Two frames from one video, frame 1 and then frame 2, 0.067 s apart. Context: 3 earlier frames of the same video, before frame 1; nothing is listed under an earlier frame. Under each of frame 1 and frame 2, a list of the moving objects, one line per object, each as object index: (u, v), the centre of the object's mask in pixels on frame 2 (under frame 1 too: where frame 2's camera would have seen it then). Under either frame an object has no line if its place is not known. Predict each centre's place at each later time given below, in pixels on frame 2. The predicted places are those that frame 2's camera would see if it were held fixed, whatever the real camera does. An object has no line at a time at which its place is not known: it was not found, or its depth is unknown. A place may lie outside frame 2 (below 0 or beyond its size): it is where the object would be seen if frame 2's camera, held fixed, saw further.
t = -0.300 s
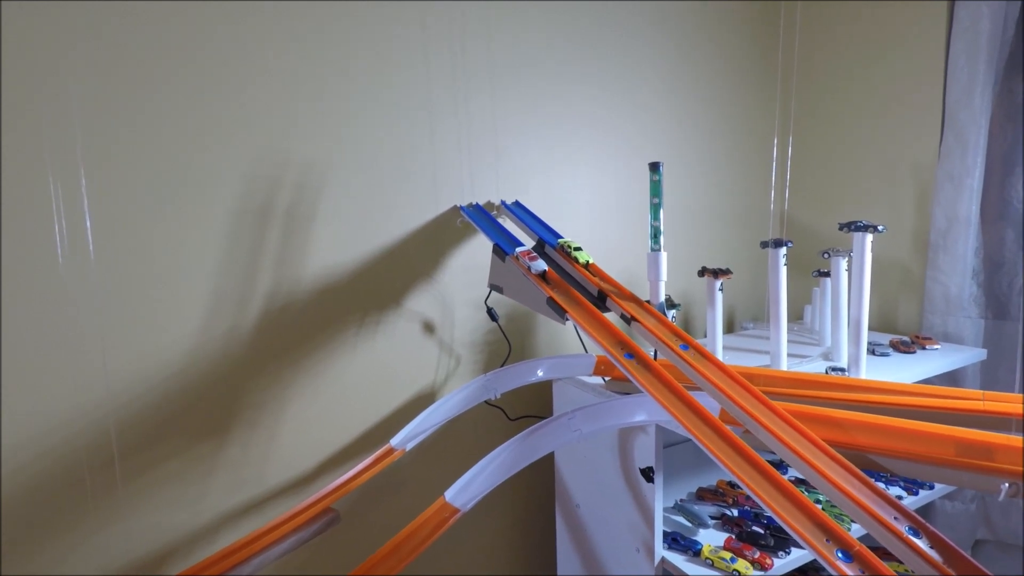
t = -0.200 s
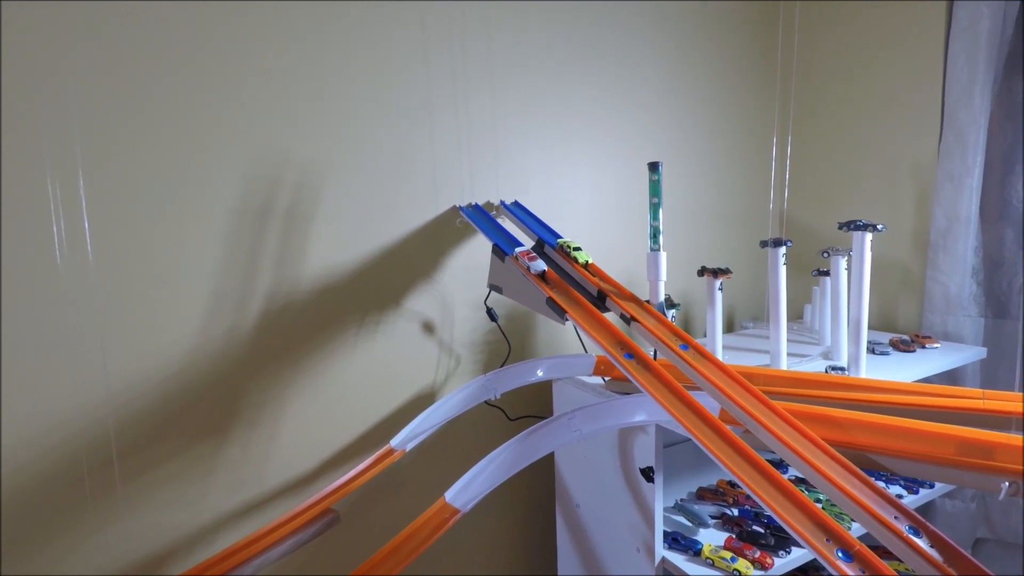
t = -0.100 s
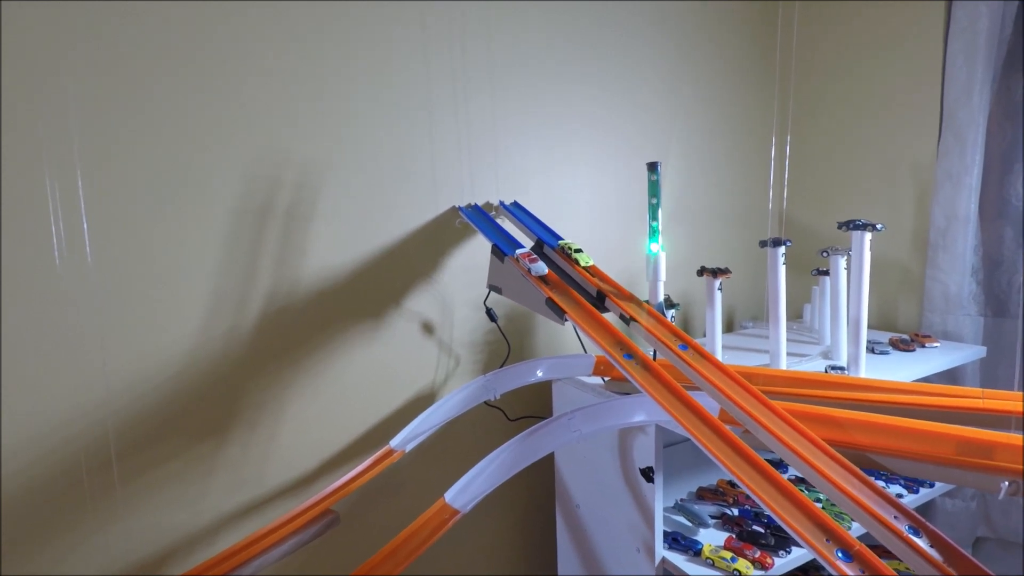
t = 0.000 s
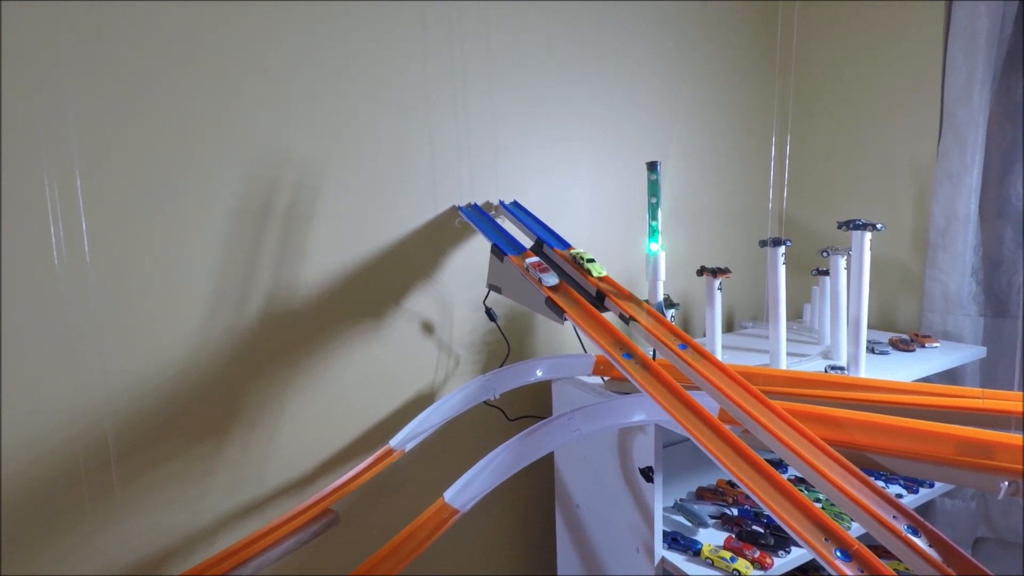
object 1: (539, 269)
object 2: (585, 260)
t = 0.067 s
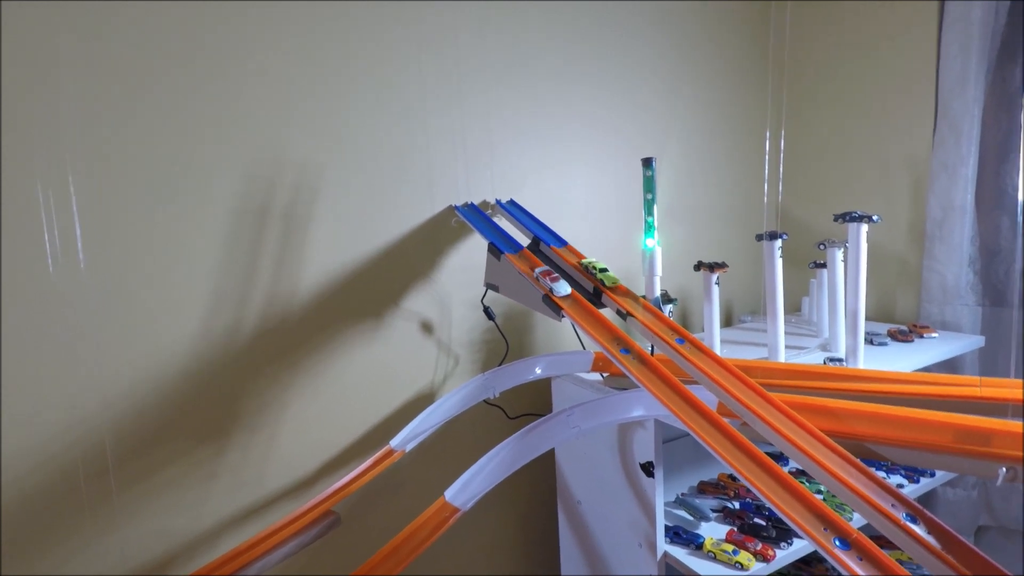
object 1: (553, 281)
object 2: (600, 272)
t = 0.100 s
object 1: (562, 289)
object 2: (611, 281)
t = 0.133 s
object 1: (573, 298)
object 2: (625, 291)
